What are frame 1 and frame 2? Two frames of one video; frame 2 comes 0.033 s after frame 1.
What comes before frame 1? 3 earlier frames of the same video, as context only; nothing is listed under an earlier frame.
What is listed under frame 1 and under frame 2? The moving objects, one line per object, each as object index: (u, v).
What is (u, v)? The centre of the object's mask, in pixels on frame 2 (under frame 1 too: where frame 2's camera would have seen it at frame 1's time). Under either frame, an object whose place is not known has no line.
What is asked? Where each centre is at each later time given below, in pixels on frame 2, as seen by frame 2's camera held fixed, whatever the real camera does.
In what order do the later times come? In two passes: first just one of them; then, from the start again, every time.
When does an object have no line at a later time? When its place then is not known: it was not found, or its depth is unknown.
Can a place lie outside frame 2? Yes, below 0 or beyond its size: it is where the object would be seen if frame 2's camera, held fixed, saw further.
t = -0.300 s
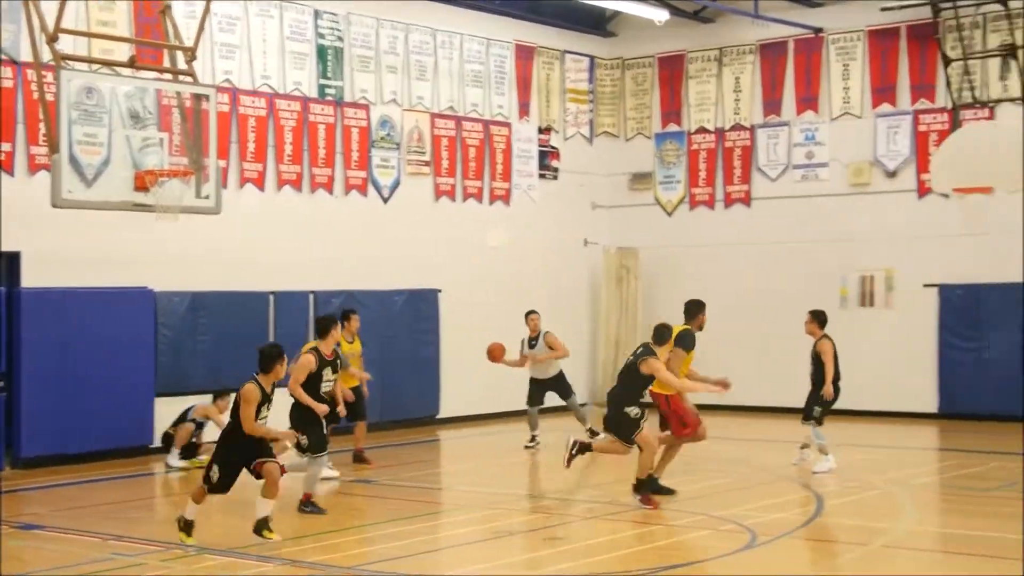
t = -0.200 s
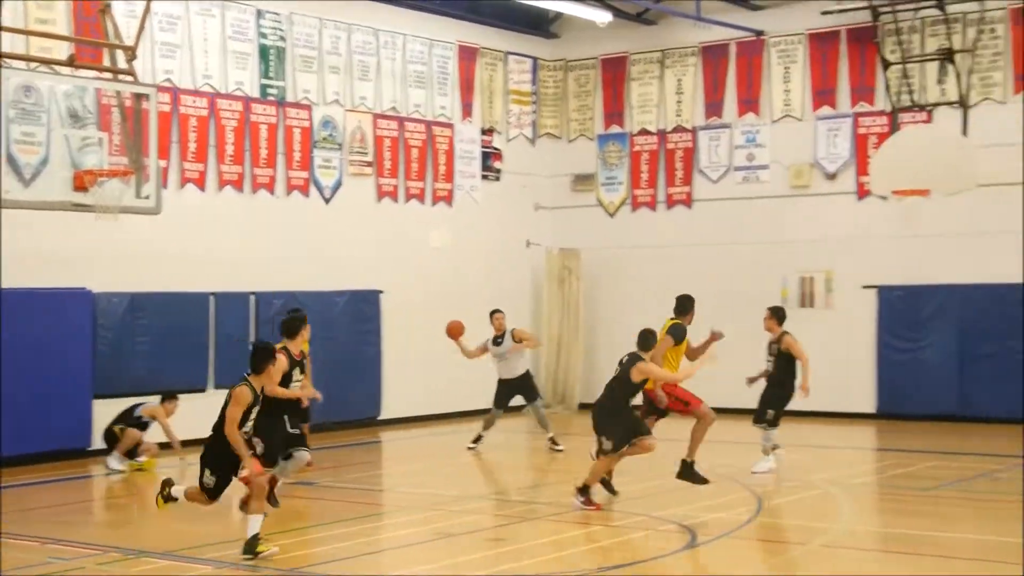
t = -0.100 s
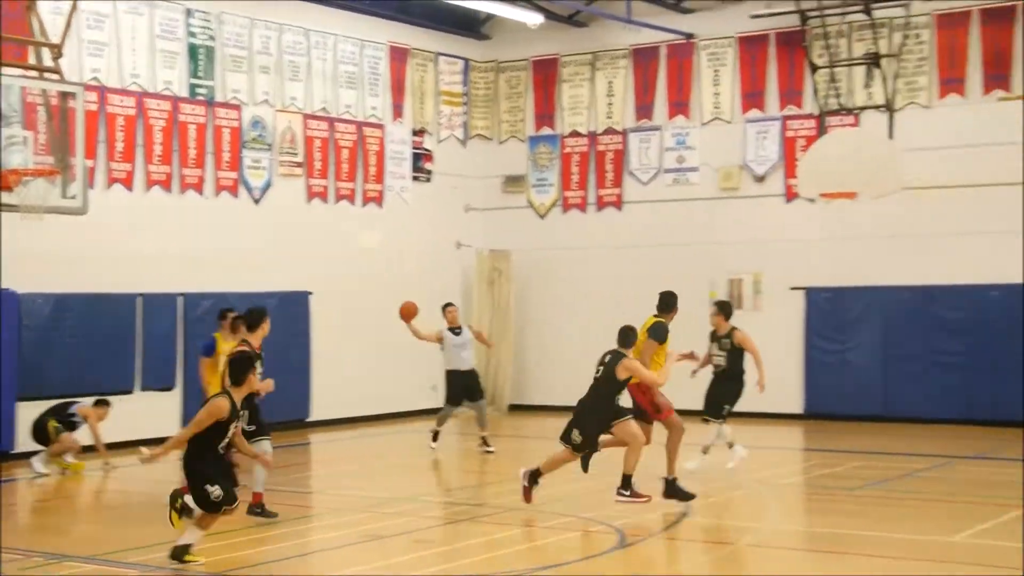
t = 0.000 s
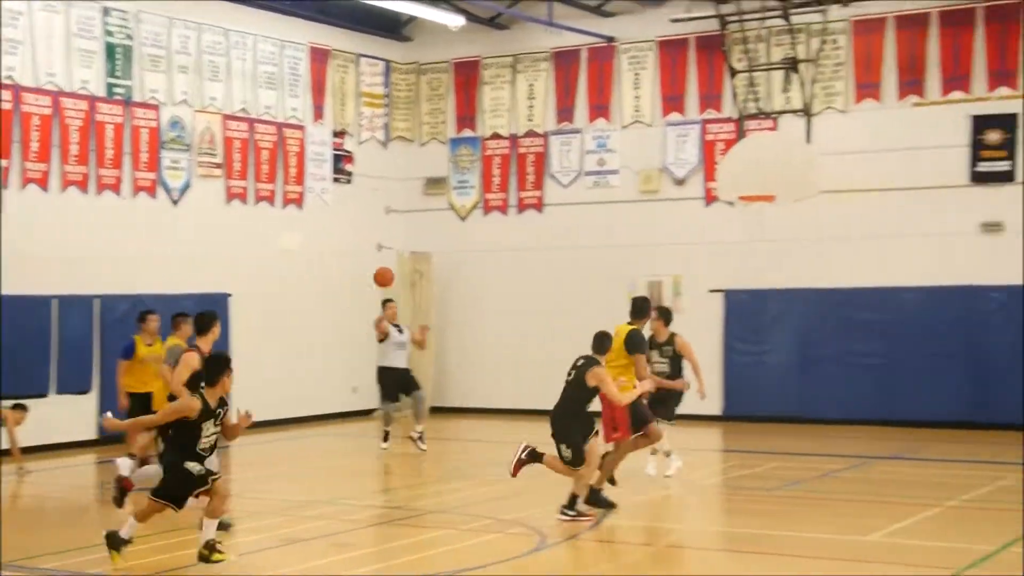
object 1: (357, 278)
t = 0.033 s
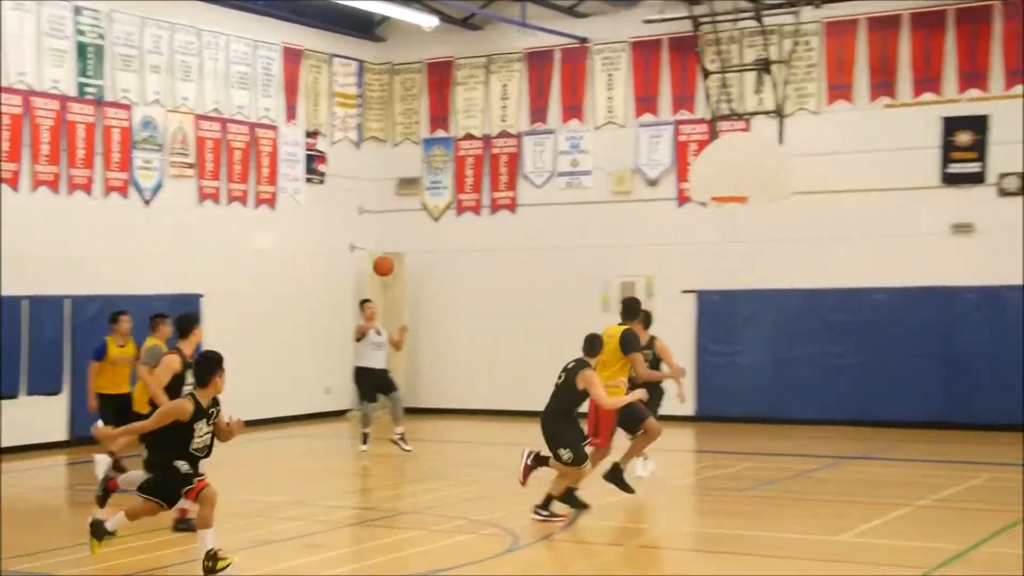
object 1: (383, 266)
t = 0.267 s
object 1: (604, 194)
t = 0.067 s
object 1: (410, 255)
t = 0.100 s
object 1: (441, 243)
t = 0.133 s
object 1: (472, 232)
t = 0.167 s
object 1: (504, 221)
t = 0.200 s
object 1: (536, 211)
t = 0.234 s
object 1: (570, 202)
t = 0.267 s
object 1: (604, 194)
